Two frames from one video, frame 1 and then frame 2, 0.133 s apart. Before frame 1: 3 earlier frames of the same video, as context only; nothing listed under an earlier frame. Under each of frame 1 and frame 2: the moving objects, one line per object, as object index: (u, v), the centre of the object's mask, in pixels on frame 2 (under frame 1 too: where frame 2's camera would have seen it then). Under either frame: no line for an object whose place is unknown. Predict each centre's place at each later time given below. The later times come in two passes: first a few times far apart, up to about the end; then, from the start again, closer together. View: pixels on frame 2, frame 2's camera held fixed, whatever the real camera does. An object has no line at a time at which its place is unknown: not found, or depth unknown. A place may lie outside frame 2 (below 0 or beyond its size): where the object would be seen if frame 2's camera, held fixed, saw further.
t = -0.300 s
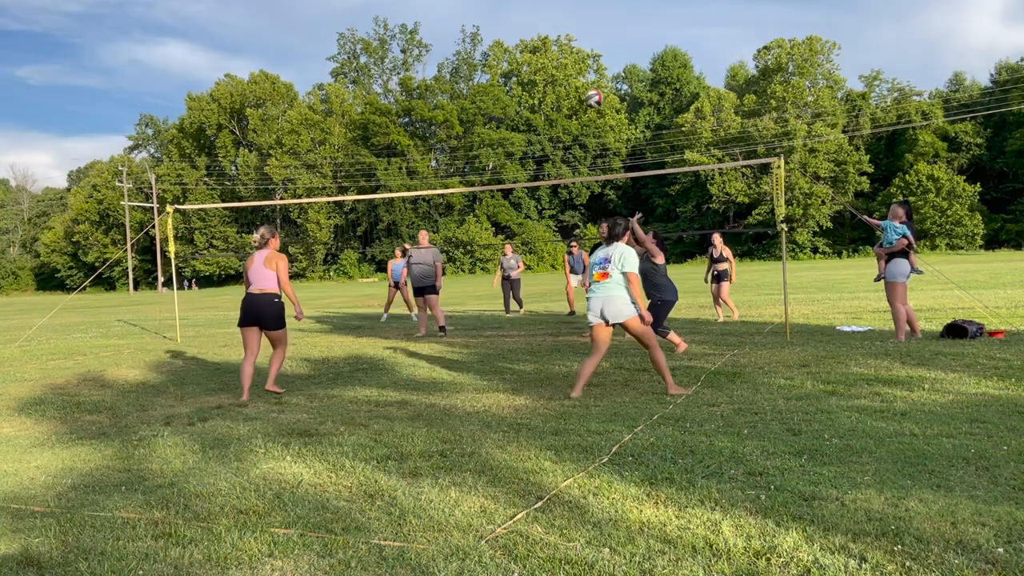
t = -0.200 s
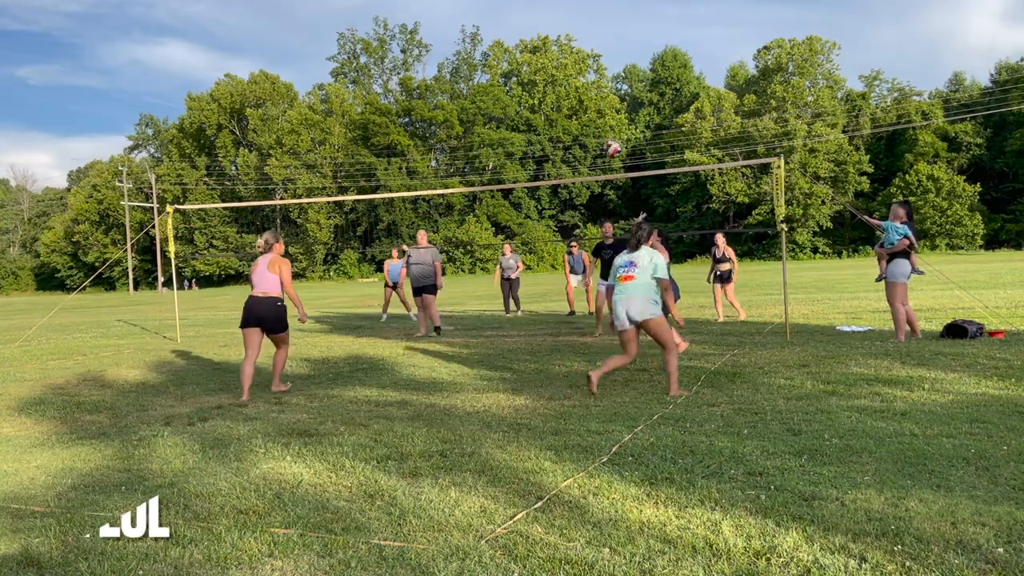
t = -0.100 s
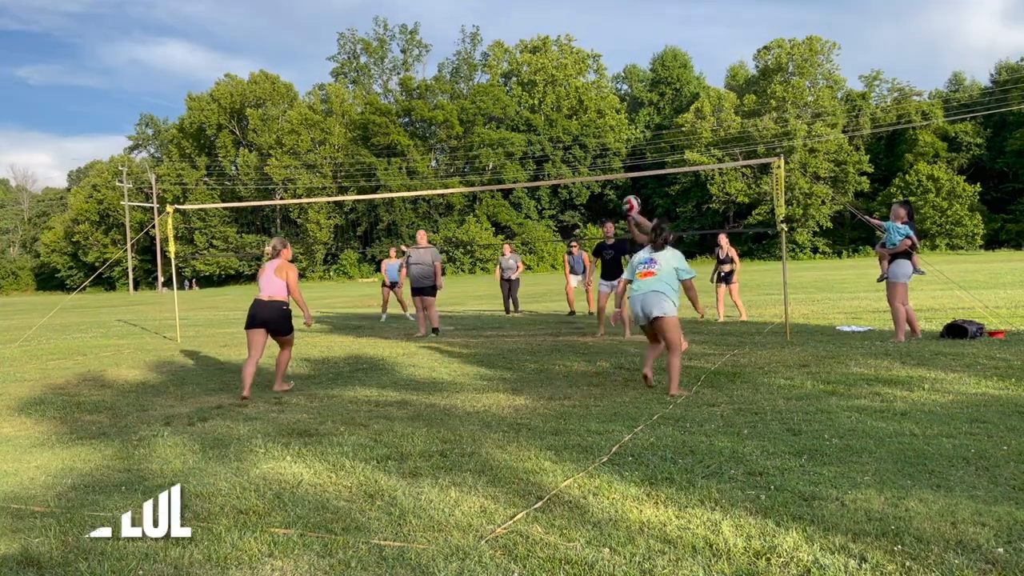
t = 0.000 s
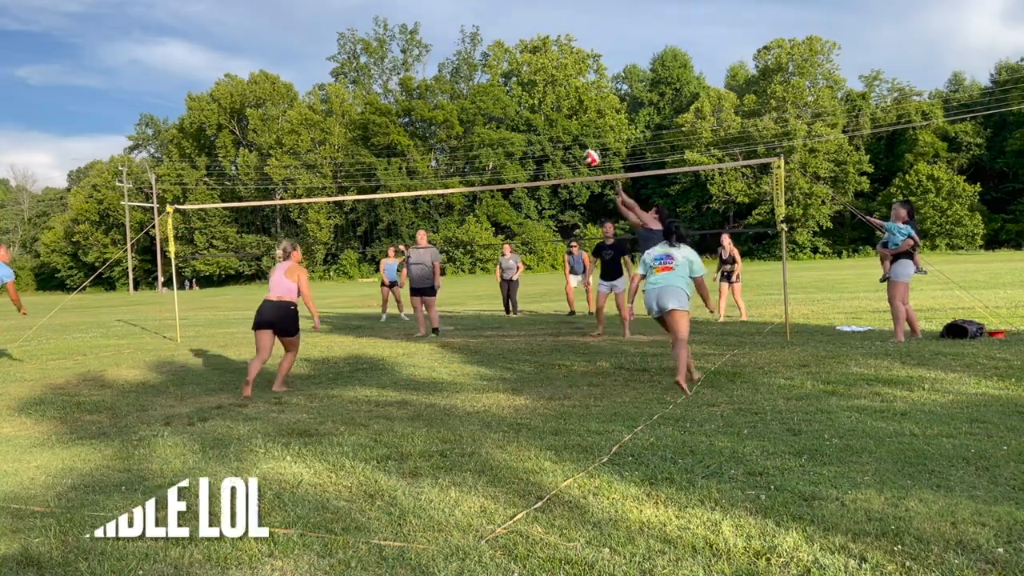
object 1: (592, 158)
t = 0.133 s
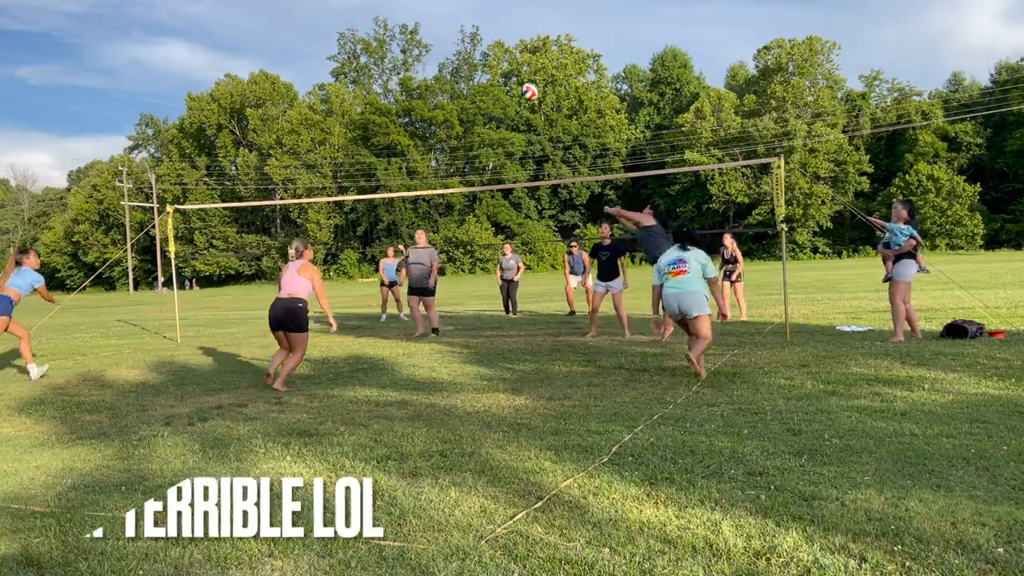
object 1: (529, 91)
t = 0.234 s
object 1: (486, 56)
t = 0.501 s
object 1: (385, 7)
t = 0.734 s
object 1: (309, 14)
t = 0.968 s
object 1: (245, 62)
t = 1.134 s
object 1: (207, 117)
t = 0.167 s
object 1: (515, 79)
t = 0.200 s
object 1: (501, 67)
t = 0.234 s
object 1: (486, 56)
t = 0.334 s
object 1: (445, 30)
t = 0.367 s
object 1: (432, 23)
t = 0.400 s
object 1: (420, 18)
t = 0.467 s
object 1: (396, 9)
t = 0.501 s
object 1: (385, 7)
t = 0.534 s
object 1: (372, 6)
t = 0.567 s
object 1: (361, 6)
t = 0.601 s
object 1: (351, 6)
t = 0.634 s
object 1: (340, 7)
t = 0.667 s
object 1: (329, 8)
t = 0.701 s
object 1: (319, 10)
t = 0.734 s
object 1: (309, 14)
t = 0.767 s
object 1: (299, 18)
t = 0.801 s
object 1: (290, 24)
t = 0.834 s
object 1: (280, 30)
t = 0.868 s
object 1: (270, 37)
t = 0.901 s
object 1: (262, 44)
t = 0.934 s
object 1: (254, 53)
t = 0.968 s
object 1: (245, 62)
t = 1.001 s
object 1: (237, 72)
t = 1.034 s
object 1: (228, 81)
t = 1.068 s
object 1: (221, 93)
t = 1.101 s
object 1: (214, 105)
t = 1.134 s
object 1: (207, 117)
